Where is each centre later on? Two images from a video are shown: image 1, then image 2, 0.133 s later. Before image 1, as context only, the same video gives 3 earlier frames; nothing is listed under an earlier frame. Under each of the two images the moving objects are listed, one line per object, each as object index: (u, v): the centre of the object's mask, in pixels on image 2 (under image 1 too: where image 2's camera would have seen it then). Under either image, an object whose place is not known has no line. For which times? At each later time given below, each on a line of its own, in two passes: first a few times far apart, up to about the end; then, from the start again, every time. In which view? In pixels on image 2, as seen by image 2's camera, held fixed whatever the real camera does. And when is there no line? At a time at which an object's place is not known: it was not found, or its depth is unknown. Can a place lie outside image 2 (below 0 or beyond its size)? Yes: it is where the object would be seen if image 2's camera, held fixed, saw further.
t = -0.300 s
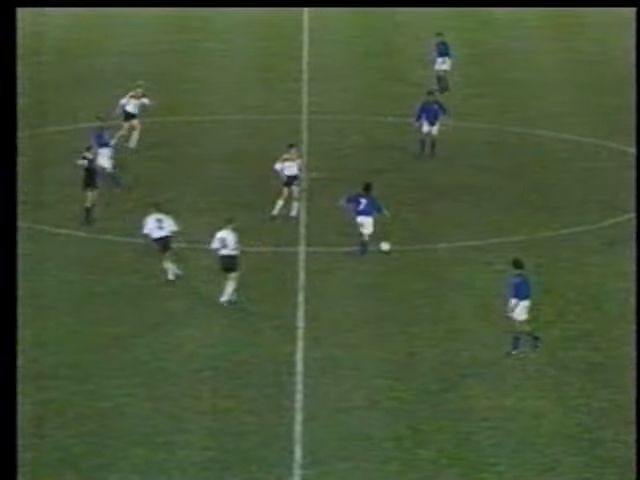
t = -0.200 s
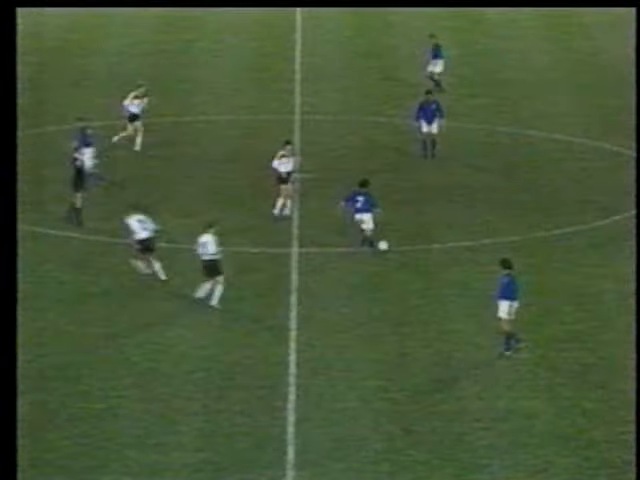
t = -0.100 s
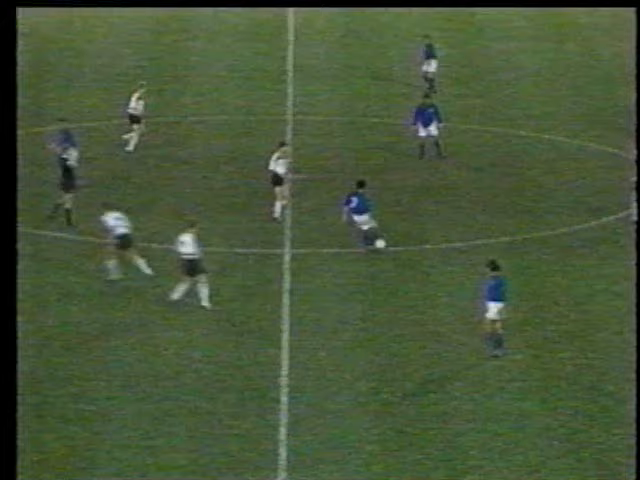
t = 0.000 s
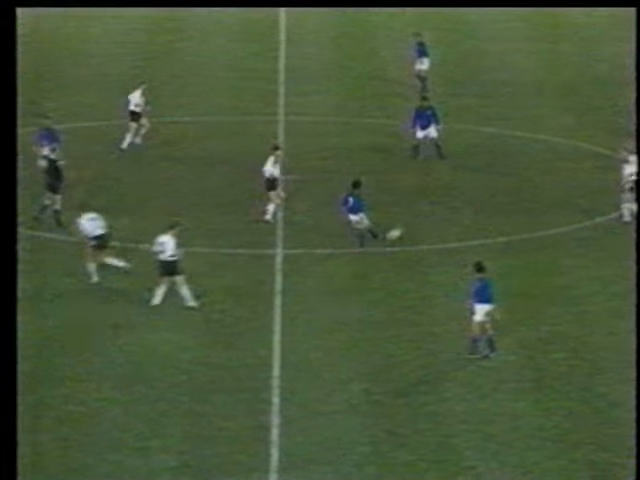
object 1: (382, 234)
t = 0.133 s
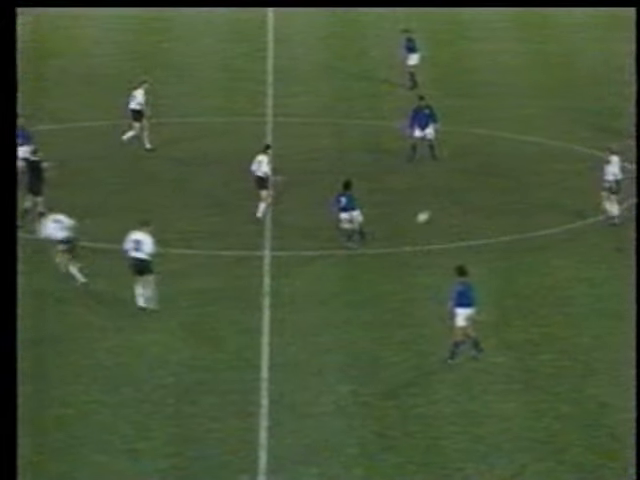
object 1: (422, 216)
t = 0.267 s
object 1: (455, 197)
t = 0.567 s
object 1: (519, 170)
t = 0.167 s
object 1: (432, 211)
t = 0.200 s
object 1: (441, 207)
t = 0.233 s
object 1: (446, 198)
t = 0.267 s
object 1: (455, 197)
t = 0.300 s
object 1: (465, 196)
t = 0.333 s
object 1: (473, 192)
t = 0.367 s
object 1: (480, 188)
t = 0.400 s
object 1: (487, 186)
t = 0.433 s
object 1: (494, 182)
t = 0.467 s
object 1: (501, 179)
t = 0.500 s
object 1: (507, 175)
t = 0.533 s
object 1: (513, 172)
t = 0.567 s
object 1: (519, 170)
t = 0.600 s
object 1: (524, 167)
